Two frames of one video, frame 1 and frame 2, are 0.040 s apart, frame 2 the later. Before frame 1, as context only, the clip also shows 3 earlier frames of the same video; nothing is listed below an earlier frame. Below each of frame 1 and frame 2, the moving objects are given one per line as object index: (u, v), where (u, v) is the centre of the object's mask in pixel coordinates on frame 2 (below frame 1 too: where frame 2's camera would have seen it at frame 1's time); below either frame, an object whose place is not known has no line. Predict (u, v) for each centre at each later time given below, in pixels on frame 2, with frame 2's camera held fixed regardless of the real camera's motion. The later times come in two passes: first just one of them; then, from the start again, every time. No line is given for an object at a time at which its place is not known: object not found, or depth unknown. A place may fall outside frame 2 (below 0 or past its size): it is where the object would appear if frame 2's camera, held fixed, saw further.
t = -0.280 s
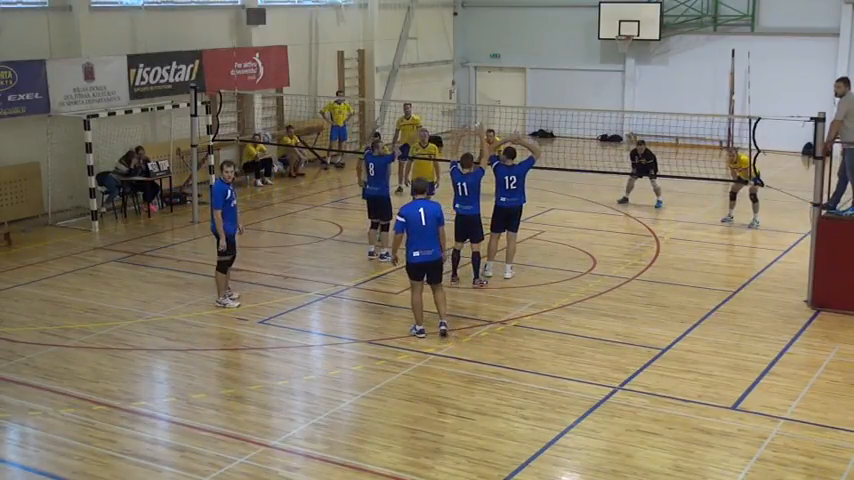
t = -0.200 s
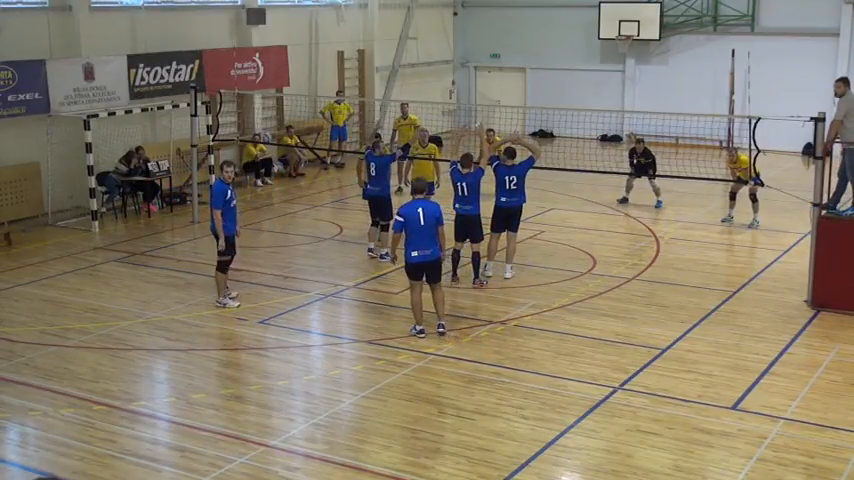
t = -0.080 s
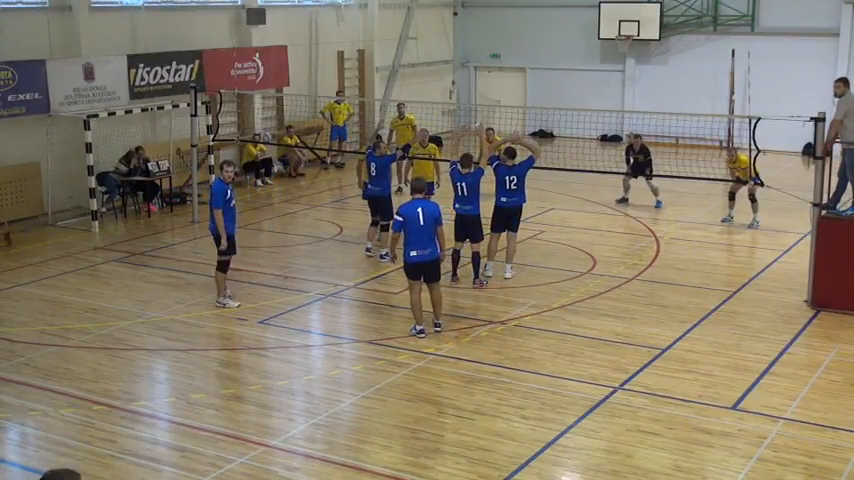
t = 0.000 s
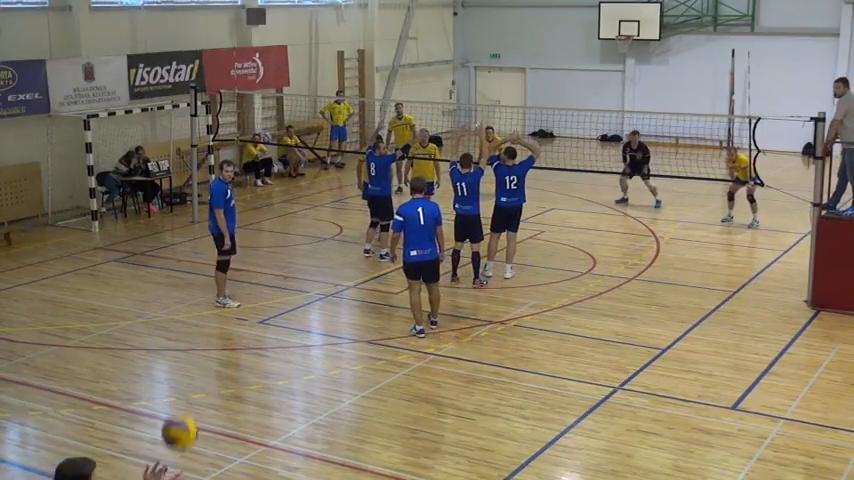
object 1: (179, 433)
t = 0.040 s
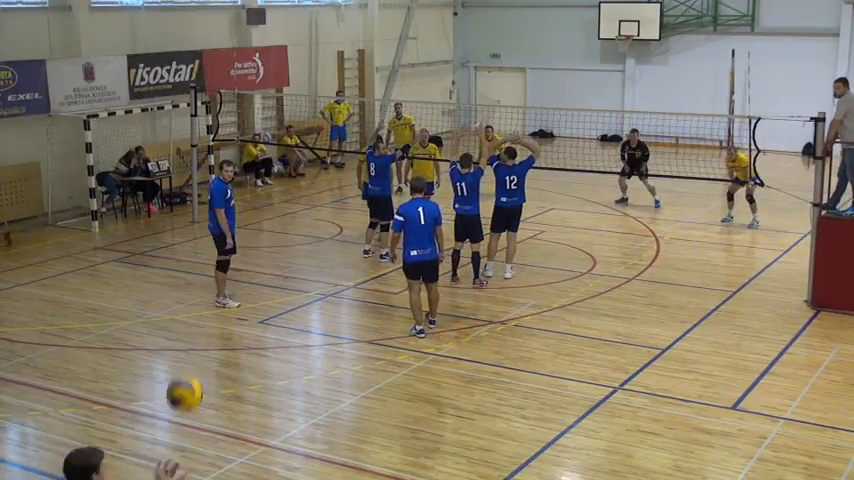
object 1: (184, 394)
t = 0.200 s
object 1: (205, 270)
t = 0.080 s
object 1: (189, 358)
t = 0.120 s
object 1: (194, 325)
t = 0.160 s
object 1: (199, 296)
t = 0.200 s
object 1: (205, 270)
